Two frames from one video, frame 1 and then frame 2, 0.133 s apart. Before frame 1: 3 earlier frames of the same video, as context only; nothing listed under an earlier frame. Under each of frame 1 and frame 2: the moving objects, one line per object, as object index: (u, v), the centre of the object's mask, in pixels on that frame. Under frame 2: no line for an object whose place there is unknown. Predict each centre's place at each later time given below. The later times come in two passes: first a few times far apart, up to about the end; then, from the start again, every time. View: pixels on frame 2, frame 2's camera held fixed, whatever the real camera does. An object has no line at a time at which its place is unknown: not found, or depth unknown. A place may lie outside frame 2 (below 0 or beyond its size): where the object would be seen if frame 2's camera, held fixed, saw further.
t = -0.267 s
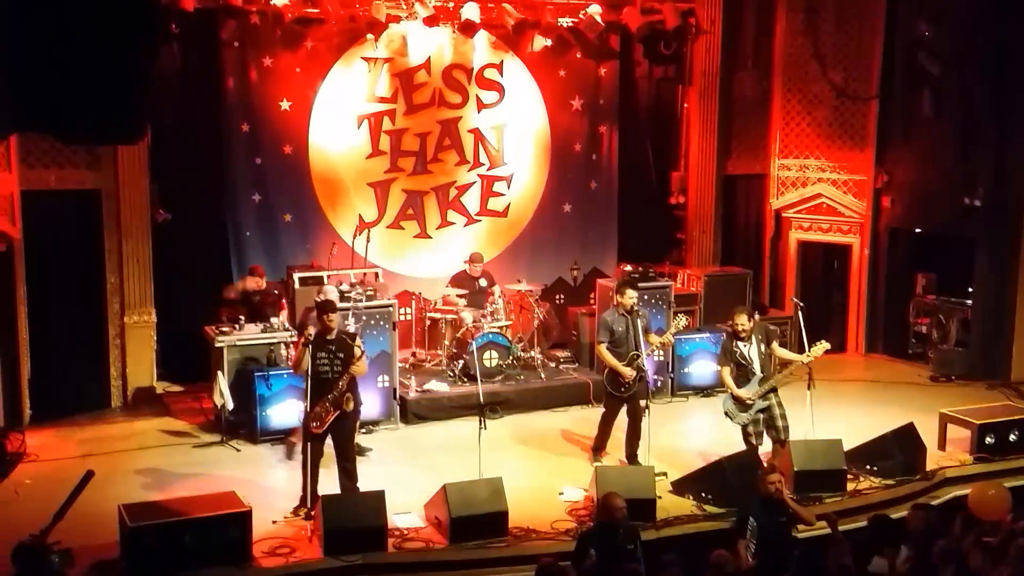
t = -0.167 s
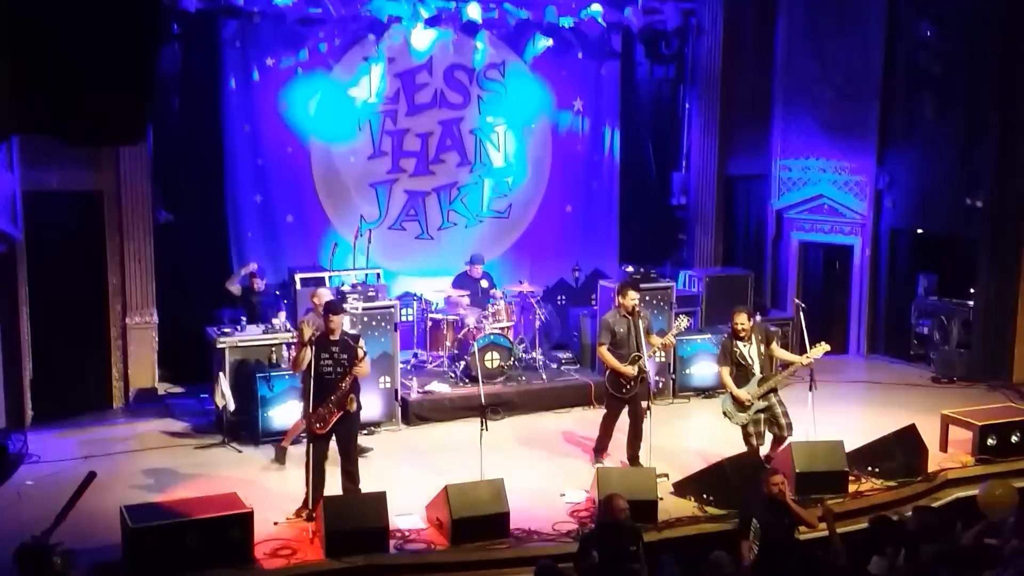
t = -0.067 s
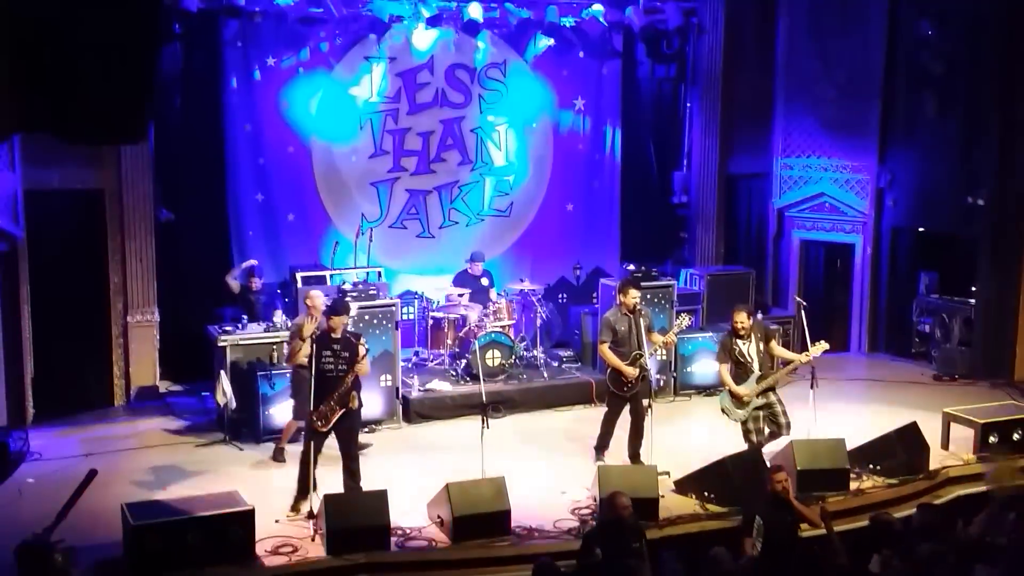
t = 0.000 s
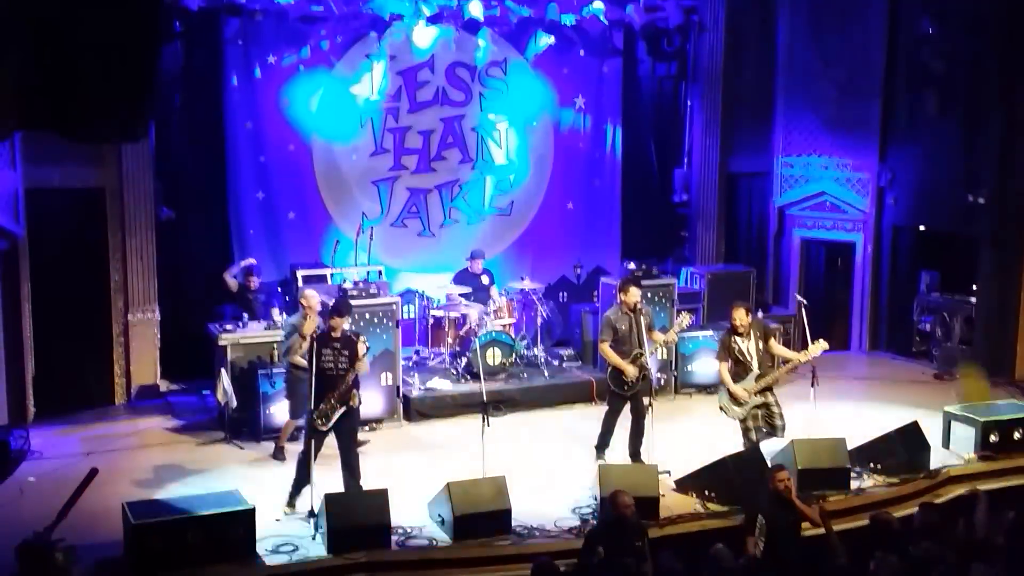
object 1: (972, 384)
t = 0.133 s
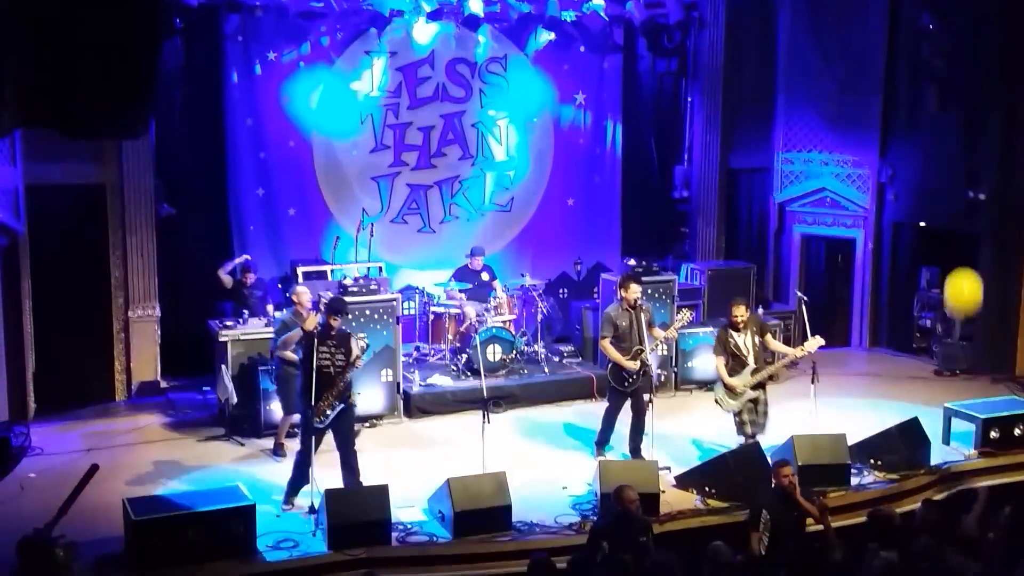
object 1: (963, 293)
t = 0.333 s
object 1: (980, 234)
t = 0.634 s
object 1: (1005, 210)
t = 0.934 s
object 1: (1013, 225)
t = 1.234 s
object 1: (1013, 265)
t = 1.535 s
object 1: (1005, 321)
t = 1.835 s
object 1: (987, 380)
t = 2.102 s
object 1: (967, 432)
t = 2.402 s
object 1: (952, 479)
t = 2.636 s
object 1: (977, 465)
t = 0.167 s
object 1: (965, 279)
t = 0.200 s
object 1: (968, 267)
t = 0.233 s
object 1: (971, 257)
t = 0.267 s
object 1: (974, 248)
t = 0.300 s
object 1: (977, 240)
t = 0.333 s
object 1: (980, 234)
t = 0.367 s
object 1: (984, 228)
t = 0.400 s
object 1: (987, 224)
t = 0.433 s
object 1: (990, 219)
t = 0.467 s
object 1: (993, 216)
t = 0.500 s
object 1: (996, 213)
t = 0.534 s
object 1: (998, 211)
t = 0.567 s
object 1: (1001, 211)
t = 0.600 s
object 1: (1003, 210)
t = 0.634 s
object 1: (1005, 210)
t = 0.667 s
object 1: (1006, 210)
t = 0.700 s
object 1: (1007, 211)
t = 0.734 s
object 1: (1008, 212)
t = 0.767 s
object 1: (1009, 213)
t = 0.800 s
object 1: (1010, 215)
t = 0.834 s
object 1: (1011, 217)
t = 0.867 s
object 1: (1011, 219)
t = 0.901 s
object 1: (1012, 221)
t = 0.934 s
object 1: (1013, 225)
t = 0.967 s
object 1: (1013, 228)
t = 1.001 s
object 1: (1013, 232)
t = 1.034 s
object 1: (1014, 236)
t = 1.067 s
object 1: (1013, 240)
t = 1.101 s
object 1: (1013, 244)
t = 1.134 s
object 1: (1013, 249)
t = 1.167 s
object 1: (1013, 254)
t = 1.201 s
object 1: (1013, 260)
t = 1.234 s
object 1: (1013, 265)
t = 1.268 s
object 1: (1013, 271)
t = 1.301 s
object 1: (1012, 277)
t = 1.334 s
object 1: (1011, 283)
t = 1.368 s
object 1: (1011, 289)
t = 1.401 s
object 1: (1010, 295)
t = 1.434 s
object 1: (1009, 301)
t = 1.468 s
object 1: (1008, 308)
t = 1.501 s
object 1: (1006, 314)
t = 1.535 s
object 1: (1005, 321)
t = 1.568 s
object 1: (1004, 328)
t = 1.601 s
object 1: (1002, 334)
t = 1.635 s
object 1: (1000, 341)
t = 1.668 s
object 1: (998, 348)
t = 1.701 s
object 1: (996, 355)
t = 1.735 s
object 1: (994, 362)
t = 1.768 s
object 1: (991, 368)
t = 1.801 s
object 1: (989, 375)
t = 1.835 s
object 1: (987, 380)
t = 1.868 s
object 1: (984, 386)
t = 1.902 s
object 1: (982, 393)
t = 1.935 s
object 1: (979, 400)
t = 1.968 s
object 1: (976, 407)
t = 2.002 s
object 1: (974, 414)
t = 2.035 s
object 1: (972, 421)
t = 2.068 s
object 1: (969, 428)
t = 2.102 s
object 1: (967, 432)
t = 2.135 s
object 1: (965, 441)
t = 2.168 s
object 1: (962, 447)
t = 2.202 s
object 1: (959, 453)
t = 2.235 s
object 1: (957, 461)
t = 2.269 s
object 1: (956, 465)
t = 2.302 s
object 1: (951, 473)
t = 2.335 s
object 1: (949, 479)
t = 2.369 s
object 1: (948, 482)
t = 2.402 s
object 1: (952, 479)
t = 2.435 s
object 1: (956, 477)
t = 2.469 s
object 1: (960, 475)
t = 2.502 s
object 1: (963, 472)
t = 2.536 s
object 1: (967, 470)
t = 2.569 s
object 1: (971, 468)
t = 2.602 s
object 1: (974, 466)
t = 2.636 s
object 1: (977, 465)
